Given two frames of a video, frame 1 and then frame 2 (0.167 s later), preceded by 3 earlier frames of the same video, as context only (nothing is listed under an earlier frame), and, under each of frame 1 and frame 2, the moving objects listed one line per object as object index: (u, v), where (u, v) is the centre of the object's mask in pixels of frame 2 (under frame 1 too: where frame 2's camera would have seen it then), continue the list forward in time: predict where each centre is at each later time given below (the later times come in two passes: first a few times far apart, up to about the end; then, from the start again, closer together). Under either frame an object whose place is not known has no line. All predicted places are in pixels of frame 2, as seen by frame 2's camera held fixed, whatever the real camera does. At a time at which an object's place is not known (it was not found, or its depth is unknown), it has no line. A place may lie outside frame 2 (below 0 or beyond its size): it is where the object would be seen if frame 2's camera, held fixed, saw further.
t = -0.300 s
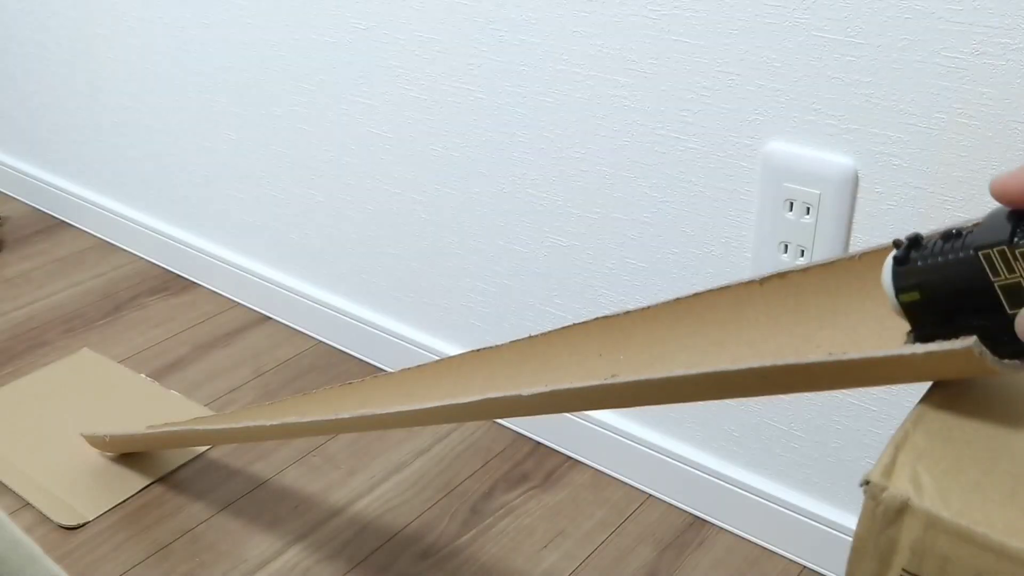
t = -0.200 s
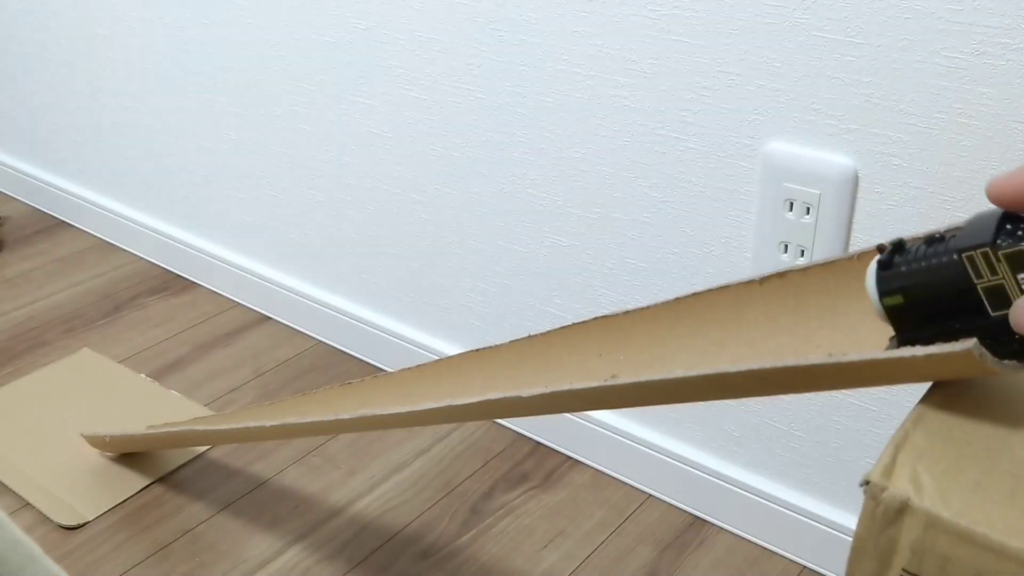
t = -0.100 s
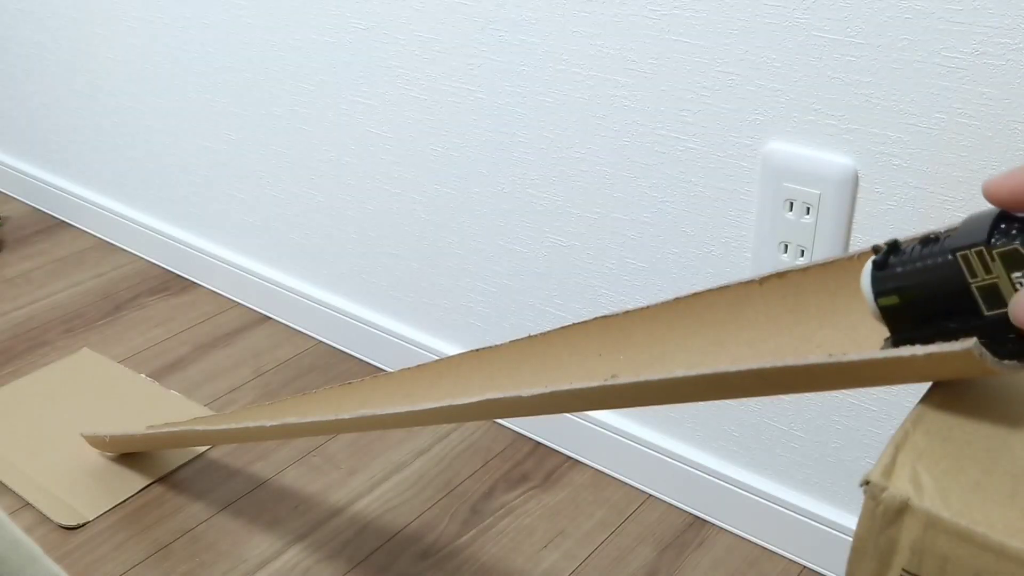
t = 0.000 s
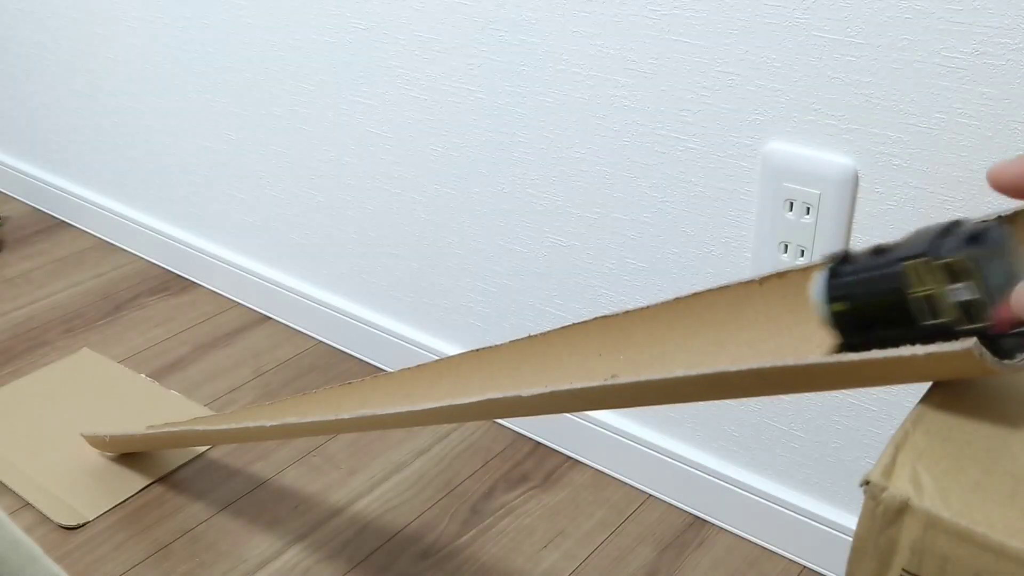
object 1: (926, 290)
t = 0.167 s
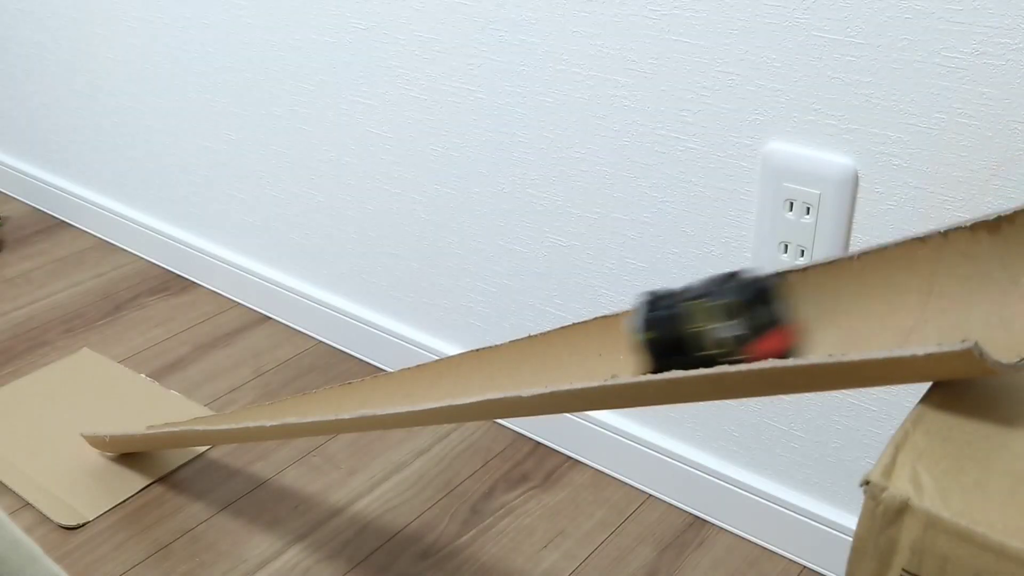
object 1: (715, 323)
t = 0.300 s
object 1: (526, 354)
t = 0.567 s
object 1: (232, 403)
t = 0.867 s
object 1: (40, 350)
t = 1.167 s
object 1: (27, 269)
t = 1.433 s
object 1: (48, 220)
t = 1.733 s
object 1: (33, 206)
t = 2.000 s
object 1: (32, 205)
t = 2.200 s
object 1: (32, 205)
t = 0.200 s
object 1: (667, 331)
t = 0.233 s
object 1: (617, 339)
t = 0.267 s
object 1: (571, 347)
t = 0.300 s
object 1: (526, 354)
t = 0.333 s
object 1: (482, 362)
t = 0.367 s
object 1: (440, 369)
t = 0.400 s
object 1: (401, 376)
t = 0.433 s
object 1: (362, 383)
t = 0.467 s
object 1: (325, 389)
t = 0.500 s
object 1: (293, 394)
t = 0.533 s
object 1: (261, 399)
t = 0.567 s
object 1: (232, 403)
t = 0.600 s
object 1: (204, 407)
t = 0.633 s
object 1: (176, 410)
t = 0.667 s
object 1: (130, 417)
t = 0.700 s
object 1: (110, 409)
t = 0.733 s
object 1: (94, 399)
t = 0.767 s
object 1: (77, 385)
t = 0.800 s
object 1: (61, 372)
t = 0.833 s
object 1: (48, 360)
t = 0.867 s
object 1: (40, 350)
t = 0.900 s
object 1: (33, 341)
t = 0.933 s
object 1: (27, 330)
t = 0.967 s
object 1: (23, 321)
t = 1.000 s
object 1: (20, 311)
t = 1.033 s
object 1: (19, 302)
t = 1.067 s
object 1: (21, 293)
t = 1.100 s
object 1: (23, 285)
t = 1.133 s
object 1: (25, 276)
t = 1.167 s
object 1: (27, 269)
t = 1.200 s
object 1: (30, 261)
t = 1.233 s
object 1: (32, 254)
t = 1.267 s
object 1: (34, 248)
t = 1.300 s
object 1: (36, 241)
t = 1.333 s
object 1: (39, 235)
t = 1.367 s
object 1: (41, 230)
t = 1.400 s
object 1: (43, 224)
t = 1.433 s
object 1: (48, 220)
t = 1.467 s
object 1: (44, 217)
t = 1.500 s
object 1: (40, 215)
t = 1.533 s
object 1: (38, 213)
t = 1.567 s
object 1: (39, 211)
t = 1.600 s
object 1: (37, 210)
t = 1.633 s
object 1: (36, 209)
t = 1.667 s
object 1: (35, 207)
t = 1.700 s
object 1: (33, 207)
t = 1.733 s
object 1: (33, 206)
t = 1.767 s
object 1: (32, 206)
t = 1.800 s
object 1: (32, 205)
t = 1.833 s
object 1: (32, 205)
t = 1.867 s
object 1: (32, 205)
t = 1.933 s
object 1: (32, 205)
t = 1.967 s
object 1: (32, 205)
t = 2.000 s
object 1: (32, 205)
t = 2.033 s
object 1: (32, 205)
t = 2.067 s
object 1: (32, 205)
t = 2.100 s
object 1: (32, 205)
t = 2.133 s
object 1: (32, 205)
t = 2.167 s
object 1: (32, 205)
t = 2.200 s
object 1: (32, 205)
